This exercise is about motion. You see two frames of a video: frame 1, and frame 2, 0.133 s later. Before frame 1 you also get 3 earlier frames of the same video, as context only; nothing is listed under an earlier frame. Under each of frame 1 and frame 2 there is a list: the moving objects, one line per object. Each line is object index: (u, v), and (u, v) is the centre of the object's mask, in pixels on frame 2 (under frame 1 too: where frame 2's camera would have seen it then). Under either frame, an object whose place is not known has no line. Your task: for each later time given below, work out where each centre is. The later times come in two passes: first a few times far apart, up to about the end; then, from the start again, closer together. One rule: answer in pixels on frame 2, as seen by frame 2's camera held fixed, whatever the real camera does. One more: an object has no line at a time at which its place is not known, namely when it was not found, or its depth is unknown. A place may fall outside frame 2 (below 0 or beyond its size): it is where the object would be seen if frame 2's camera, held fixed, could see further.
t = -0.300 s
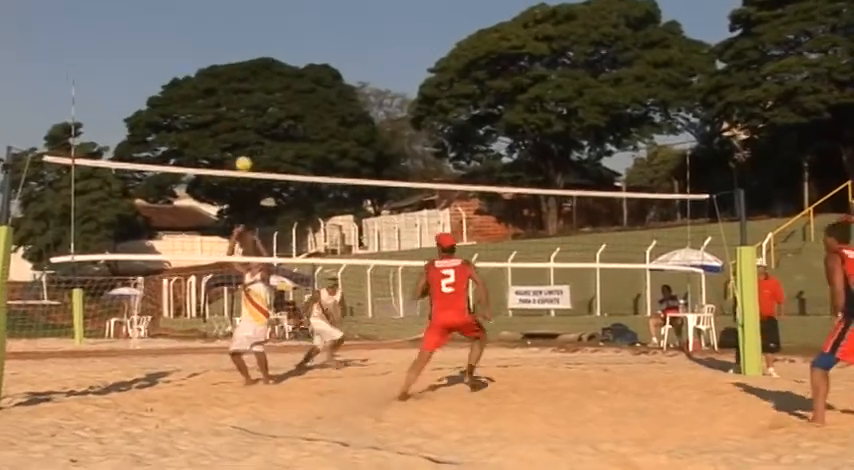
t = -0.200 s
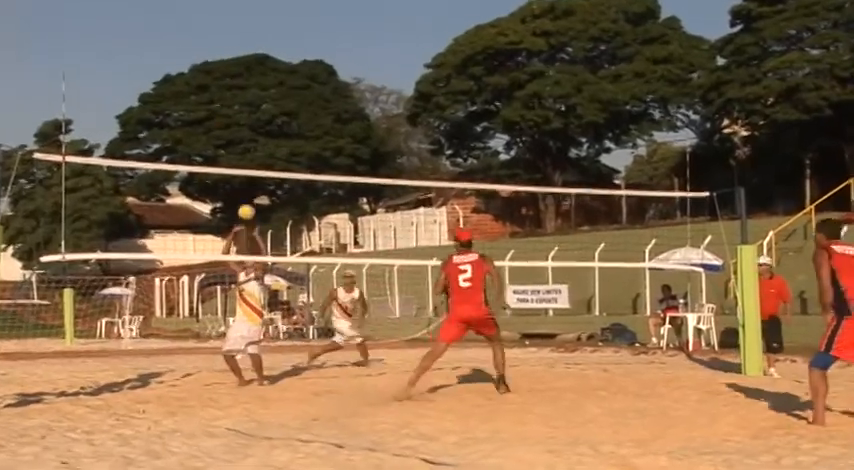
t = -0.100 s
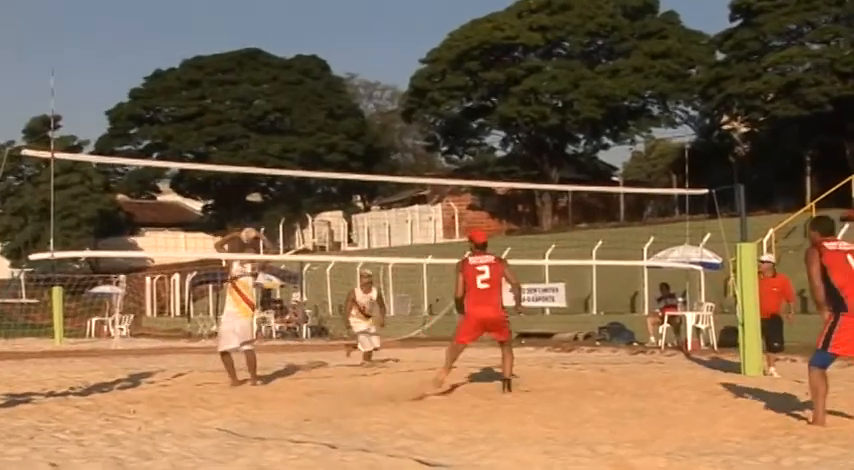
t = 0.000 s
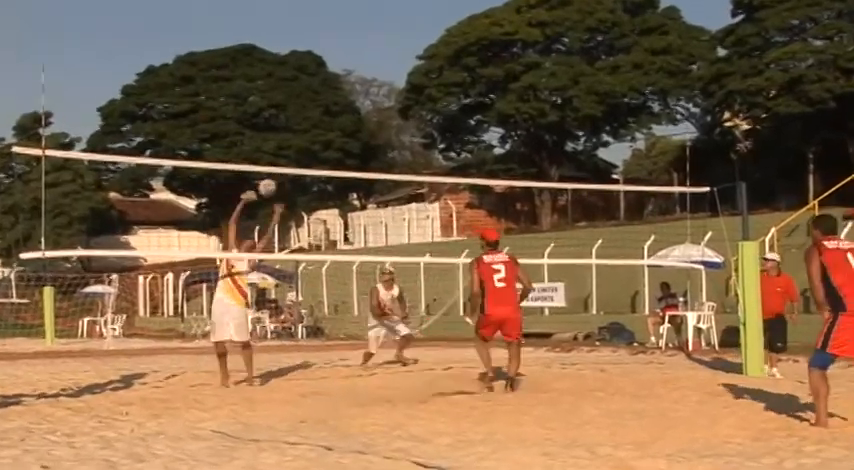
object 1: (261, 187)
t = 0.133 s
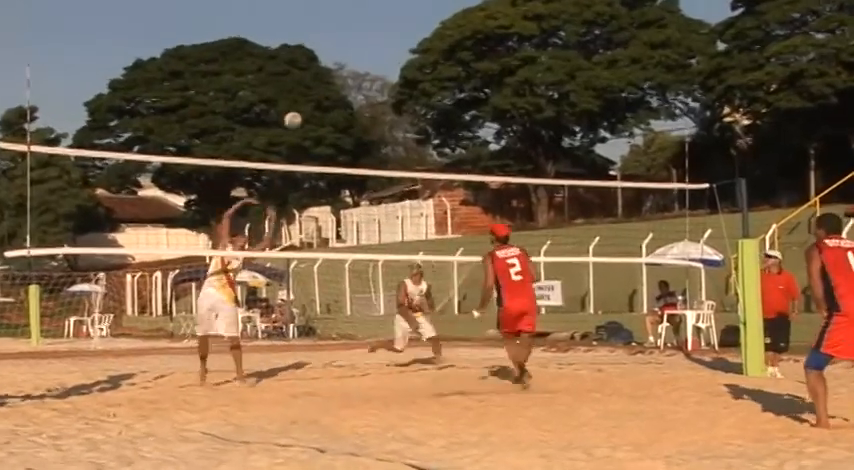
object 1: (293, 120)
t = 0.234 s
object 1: (317, 81)
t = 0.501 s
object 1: (377, 22)
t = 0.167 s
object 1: (301, 106)
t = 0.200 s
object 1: (309, 93)
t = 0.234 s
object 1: (317, 81)
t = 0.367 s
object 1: (349, 43)
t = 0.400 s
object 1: (354, 36)
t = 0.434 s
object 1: (362, 31)
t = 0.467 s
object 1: (369, 26)
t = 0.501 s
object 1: (377, 22)
